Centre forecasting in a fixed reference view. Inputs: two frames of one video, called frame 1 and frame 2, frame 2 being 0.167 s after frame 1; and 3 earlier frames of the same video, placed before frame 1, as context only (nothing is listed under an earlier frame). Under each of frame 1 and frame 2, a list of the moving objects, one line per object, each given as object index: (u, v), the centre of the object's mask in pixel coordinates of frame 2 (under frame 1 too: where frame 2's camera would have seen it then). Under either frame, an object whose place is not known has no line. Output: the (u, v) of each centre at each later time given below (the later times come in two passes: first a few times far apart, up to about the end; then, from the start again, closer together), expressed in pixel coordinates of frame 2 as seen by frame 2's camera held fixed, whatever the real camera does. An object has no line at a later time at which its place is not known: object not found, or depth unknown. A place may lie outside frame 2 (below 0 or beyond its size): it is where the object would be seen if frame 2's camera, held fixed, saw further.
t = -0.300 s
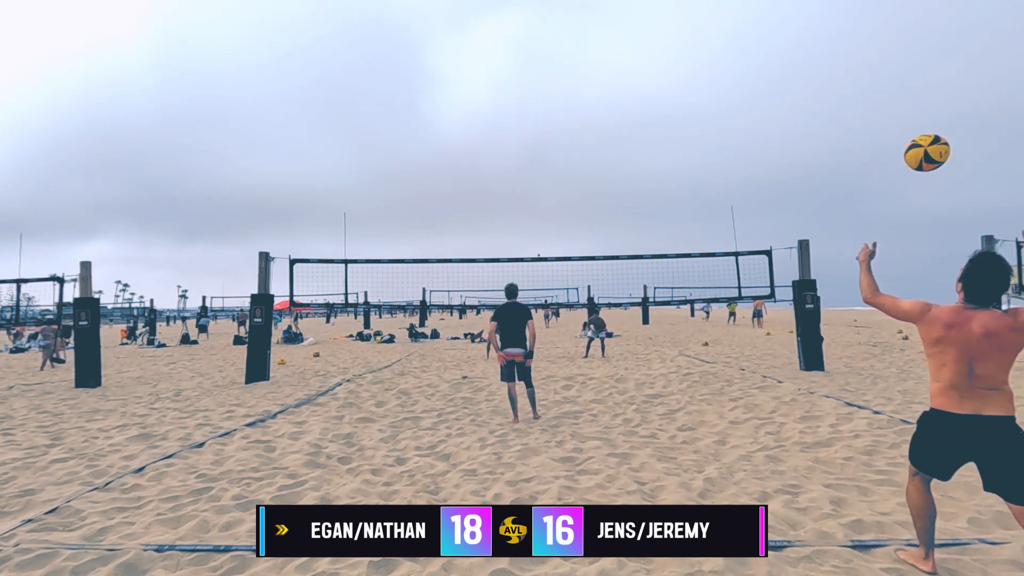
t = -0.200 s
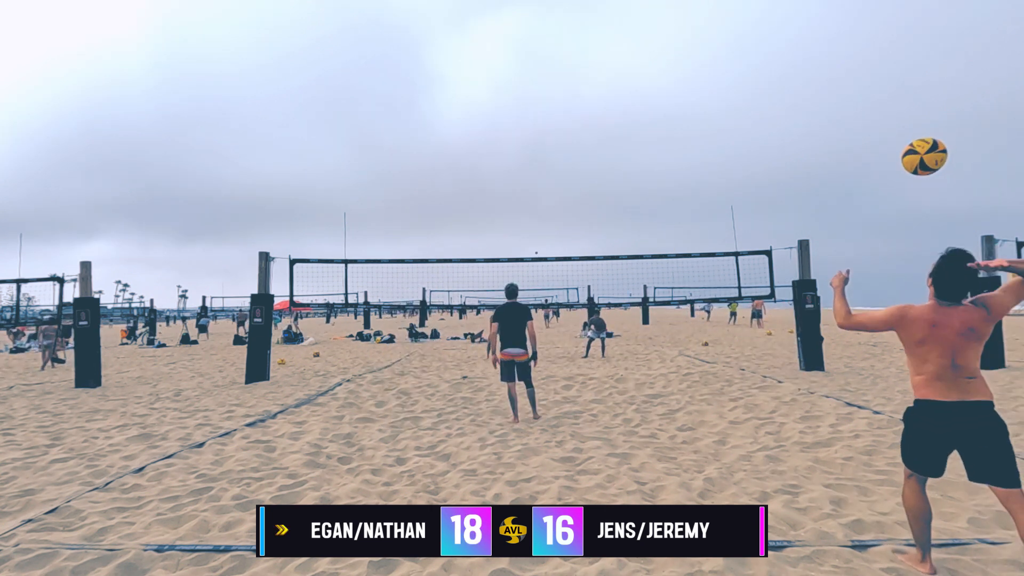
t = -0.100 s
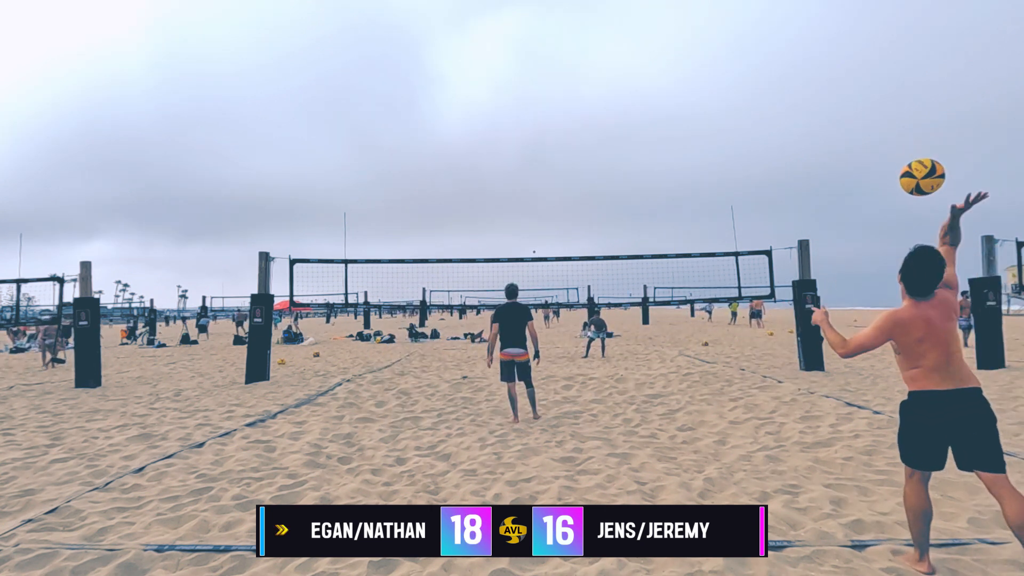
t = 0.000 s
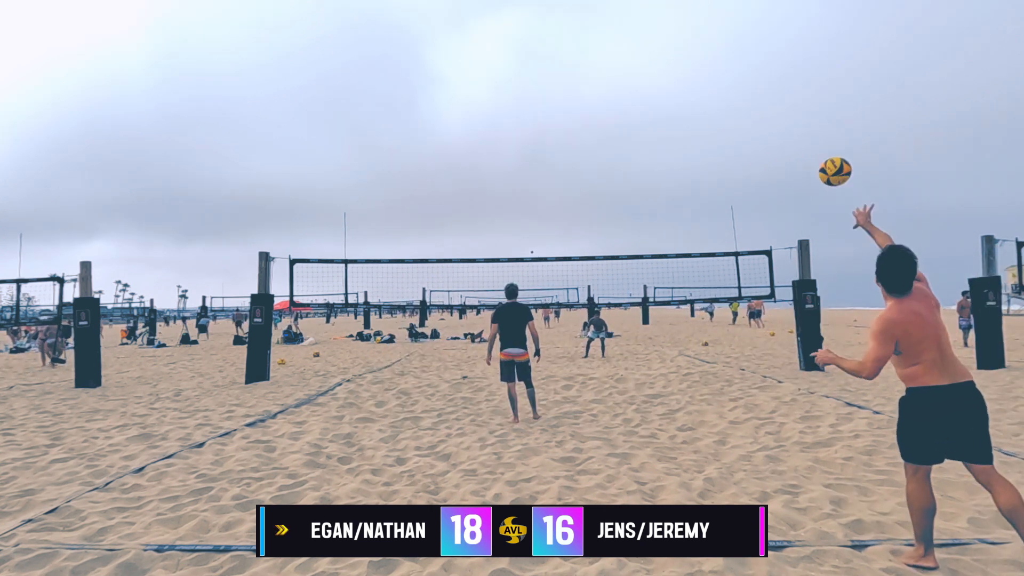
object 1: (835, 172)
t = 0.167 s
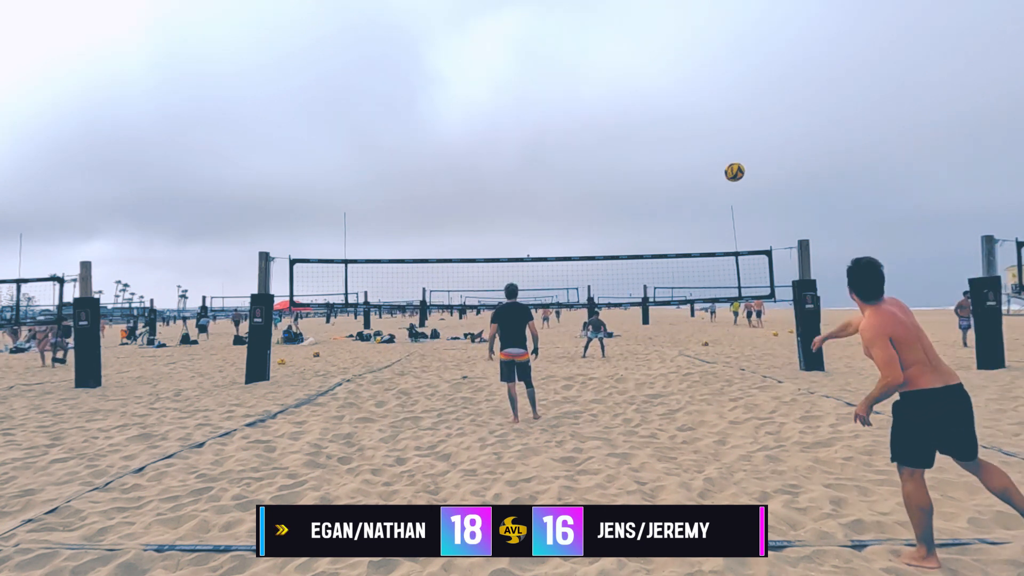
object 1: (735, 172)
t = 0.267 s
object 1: (701, 183)
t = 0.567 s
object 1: (647, 229)
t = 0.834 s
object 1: (622, 276)
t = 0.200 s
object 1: (722, 175)
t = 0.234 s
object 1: (711, 179)
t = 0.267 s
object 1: (701, 183)
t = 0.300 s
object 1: (693, 187)
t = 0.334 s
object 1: (685, 192)
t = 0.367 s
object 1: (678, 197)
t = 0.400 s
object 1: (672, 202)
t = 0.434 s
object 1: (666, 207)
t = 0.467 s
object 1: (661, 212)
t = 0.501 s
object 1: (656, 218)
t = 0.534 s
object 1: (651, 223)
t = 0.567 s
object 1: (647, 229)
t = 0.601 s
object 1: (643, 234)
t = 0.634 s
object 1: (640, 240)
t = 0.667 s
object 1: (637, 246)
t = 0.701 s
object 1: (634, 252)
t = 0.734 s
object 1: (631, 260)
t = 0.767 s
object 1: (628, 264)
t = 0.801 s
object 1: (625, 270)
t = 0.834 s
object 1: (622, 276)
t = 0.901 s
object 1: (617, 288)
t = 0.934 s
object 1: (615, 294)
